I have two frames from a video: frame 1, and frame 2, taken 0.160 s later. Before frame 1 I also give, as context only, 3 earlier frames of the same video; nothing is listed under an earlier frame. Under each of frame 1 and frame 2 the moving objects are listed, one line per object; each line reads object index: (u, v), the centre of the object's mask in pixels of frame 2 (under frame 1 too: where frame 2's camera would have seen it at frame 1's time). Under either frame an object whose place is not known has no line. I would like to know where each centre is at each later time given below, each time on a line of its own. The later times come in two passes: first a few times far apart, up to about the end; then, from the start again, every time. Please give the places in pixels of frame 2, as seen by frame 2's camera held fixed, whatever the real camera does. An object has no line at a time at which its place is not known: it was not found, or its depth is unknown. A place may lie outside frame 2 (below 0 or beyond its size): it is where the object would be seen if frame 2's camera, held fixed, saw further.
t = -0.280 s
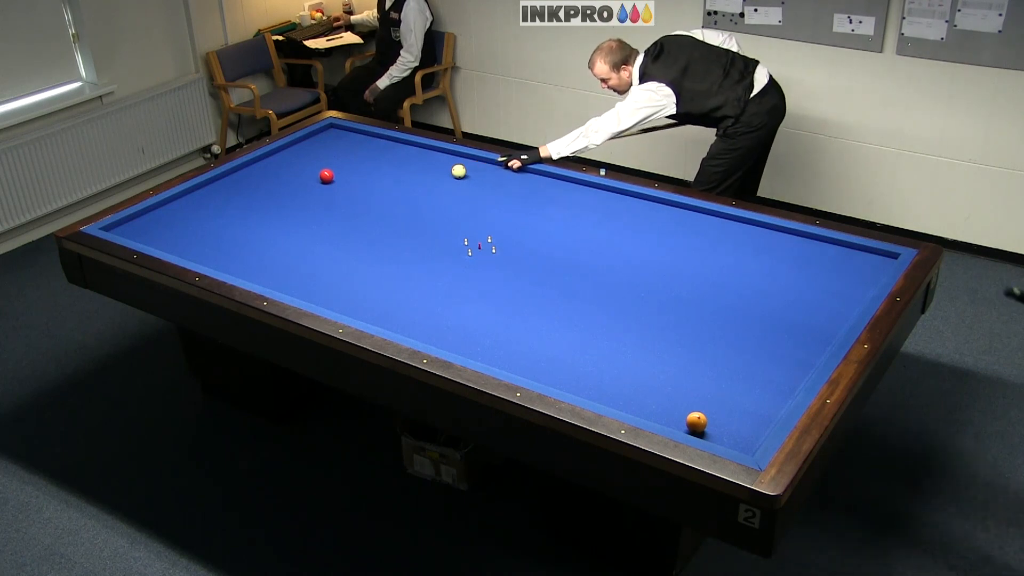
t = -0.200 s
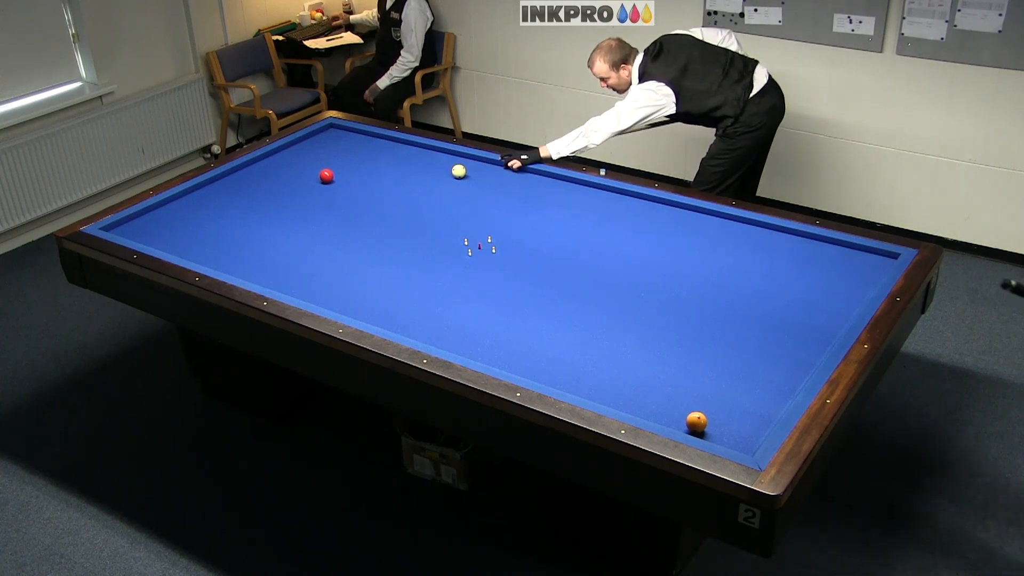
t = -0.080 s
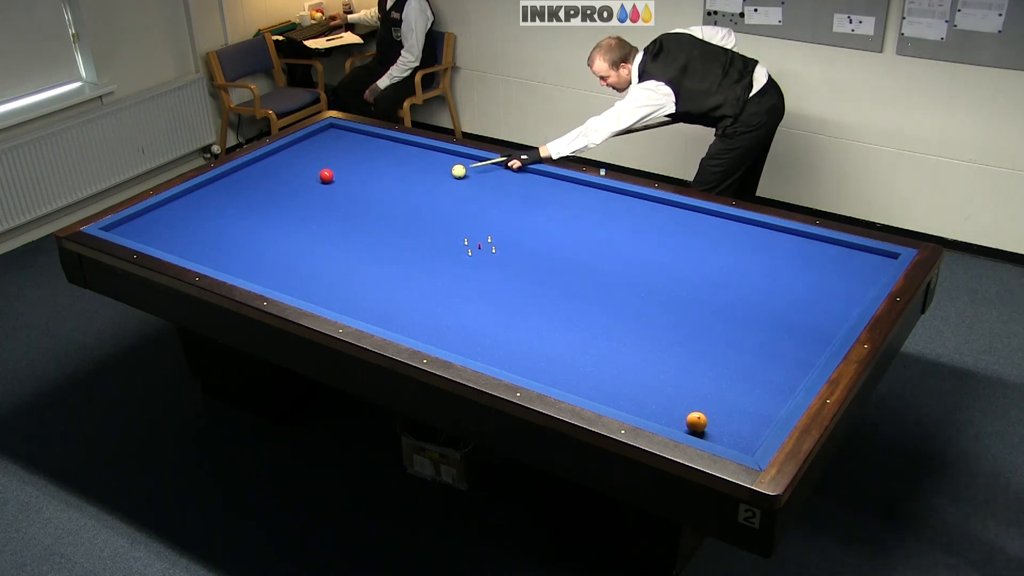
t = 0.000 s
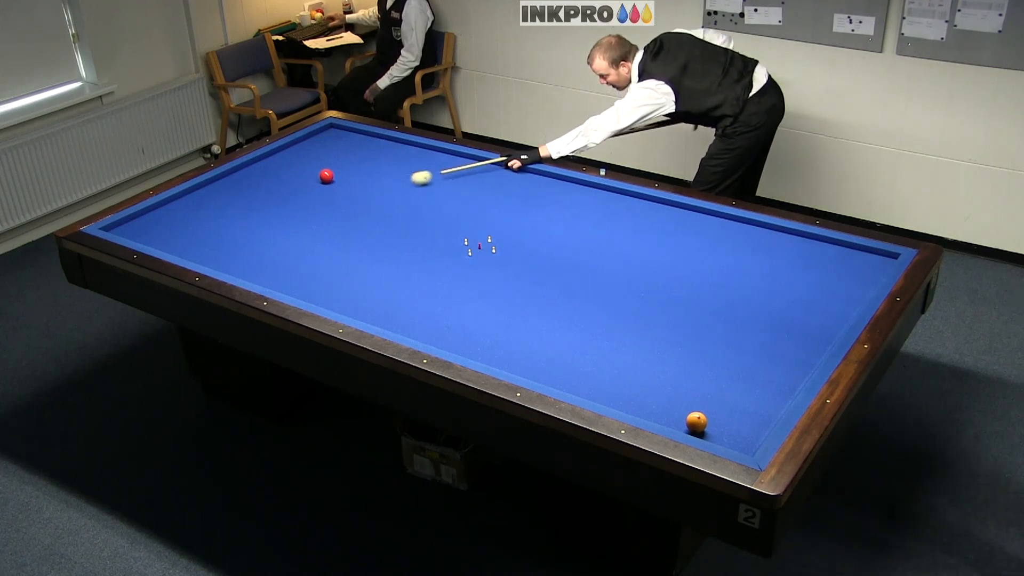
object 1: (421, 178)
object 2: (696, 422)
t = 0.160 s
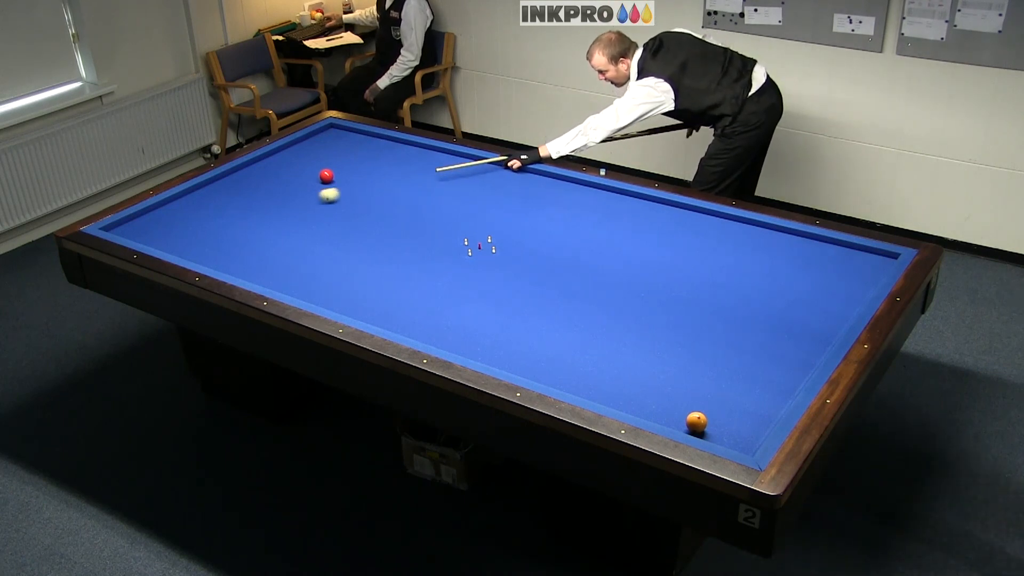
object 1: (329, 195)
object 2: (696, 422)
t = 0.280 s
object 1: (265, 207)
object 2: (696, 422)
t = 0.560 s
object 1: (118, 228)
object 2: (696, 422)
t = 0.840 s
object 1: (223, 207)
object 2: (696, 422)
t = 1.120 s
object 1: (311, 194)
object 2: (696, 422)
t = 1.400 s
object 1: (395, 181)
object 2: (696, 422)
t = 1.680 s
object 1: (474, 169)
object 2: (696, 422)
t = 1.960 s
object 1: (518, 180)
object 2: (696, 422)
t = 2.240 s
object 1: (547, 205)
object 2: (696, 422)
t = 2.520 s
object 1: (580, 231)
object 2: (696, 422)
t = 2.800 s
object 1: (615, 261)
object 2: (696, 422)
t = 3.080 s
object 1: (654, 293)
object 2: (696, 422)
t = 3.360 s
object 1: (696, 328)
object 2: (697, 422)
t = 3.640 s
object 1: (744, 367)
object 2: (696, 422)
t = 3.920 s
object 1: (770, 403)
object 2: (696, 422)
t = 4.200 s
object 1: (712, 414)
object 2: (696, 422)
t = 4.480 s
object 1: (684, 404)
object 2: (690, 422)
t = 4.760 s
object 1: (660, 399)
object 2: (695, 412)
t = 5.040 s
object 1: (636, 392)
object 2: (700, 403)
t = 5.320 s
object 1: (615, 386)
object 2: (704, 395)
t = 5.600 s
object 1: (594, 380)
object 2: (707, 388)
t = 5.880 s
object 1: (575, 375)
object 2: (710, 381)
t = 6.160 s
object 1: (558, 370)
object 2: (713, 376)
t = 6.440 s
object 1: (542, 365)
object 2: (715, 371)
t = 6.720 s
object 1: (527, 360)
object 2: (717, 366)
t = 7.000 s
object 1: (514, 356)
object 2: (718, 362)
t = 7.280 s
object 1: (501, 352)
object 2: (719, 359)
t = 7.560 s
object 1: (490, 348)
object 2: (719, 356)
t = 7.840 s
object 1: (480, 345)
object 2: (719, 354)
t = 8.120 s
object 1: (471, 341)
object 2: (719, 352)
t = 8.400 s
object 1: (464, 338)
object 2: (719, 351)
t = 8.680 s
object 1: (456, 336)
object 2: (719, 351)
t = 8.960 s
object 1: (450, 334)
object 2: (720, 350)
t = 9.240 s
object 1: (446, 332)
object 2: (720, 350)
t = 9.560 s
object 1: (441, 331)
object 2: (720, 350)
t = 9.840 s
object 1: (439, 330)
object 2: (720, 350)
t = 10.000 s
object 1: (437, 329)
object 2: (720, 350)
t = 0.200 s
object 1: (308, 199)
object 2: (696, 422)
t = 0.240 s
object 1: (286, 203)
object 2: (696, 422)
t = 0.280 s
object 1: (265, 207)
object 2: (696, 422)
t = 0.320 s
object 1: (243, 210)
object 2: (696, 422)
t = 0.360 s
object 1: (221, 215)
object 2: (696, 422)
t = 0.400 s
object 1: (199, 218)
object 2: (696, 422)
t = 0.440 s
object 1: (177, 222)
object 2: (696, 422)
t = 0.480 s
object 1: (154, 226)
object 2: (696, 422)
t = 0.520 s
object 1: (132, 230)
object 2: (696, 422)
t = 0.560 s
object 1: (118, 228)
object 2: (696, 422)
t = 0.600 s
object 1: (122, 222)
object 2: (696, 422)
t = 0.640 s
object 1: (142, 219)
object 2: (696, 422)
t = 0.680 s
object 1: (160, 216)
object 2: (696, 422)
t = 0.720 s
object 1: (177, 214)
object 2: (696, 422)
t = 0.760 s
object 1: (194, 211)
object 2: (696, 422)
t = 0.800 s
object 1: (209, 209)
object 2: (696, 422)
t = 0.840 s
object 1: (223, 207)
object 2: (696, 422)
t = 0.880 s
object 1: (236, 205)
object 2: (696, 422)
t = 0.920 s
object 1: (249, 203)
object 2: (696, 422)
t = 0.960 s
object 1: (261, 201)
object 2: (696, 422)
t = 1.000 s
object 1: (274, 199)
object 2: (696, 422)
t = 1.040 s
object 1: (287, 197)
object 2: (696, 422)
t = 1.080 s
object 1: (299, 195)
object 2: (696, 422)
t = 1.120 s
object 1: (311, 194)
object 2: (696, 422)
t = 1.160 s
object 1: (323, 192)
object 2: (696, 422)
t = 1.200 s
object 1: (336, 190)
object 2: (696, 422)
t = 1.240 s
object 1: (347, 188)
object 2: (696, 422)
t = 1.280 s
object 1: (359, 186)
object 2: (696, 422)
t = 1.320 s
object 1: (371, 184)
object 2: (696, 422)
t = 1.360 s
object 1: (383, 183)
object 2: (696, 422)
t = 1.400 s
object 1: (395, 181)
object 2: (696, 422)
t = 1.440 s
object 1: (406, 179)
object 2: (696, 422)
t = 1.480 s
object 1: (418, 177)
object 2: (696, 422)
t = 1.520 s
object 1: (429, 176)
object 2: (696, 422)
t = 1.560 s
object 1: (440, 174)
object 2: (697, 422)
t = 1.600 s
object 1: (452, 172)
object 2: (696, 422)
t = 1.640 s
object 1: (463, 171)
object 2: (696, 422)
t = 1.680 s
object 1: (474, 169)
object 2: (696, 422)
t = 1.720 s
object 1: (485, 168)
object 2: (696, 422)
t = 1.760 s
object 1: (496, 166)
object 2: (696, 422)
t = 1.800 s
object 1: (504, 166)
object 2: (696, 422)
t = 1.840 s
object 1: (507, 170)
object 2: (696, 422)
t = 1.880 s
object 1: (510, 173)
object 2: (696, 422)
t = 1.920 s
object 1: (514, 177)
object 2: (696, 422)
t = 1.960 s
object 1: (518, 180)
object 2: (696, 422)
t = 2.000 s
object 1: (522, 183)
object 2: (696, 422)
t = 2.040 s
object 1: (526, 187)
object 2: (696, 422)
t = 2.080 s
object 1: (530, 190)
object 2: (696, 422)
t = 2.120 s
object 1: (535, 194)
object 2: (696, 422)
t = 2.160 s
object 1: (539, 197)
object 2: (696, 422)
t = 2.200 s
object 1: (543, 201)
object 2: (696, 422)
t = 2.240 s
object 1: (547, 205)
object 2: (696, 422)
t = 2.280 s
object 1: (552, 208)
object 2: (696, 422)
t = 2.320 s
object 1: (556, 212)
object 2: (696, 422)
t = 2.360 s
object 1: (561, 216)
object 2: (696, 422)
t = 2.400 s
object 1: (565, 219)
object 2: (696, 422)
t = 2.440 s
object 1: (570, 223)
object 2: (696, 422)
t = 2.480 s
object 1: (575, 227)
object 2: (696, 422)
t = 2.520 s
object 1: (580, 231)
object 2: (696, 422)
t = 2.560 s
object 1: (585, 235)
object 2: (696, 422)
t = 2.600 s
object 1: (589, 239)
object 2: (696, 422)
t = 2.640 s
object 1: (594, 243)
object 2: (696, 422)
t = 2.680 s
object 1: (599, 248)
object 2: (696, 422)
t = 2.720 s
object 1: (605, 252)
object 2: (696, 422)
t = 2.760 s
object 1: (610, 256)
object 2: (696, 422)
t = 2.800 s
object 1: (615, 261)
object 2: (696, 422)
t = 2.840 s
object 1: (620, 265)
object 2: (696, 422)
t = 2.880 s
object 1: (626, 269)
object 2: (696, 422)
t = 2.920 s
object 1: (631, 274)
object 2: (696, 422)
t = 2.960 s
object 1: (637, 278)
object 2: (696, 422)
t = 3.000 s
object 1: (642, 283)
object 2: (696, 422)
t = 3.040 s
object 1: (648, 288)
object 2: (696, 422)
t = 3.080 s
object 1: (654, 293)
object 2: (696, 422)
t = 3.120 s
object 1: (660, 298)
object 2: (696, 422)
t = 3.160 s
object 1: (666, 303)
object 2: (696, 422)
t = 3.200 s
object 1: (671, 308)
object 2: (696, 422)
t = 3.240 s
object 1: (678, 313)
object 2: (696, 422)
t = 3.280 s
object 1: (684, 318)
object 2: (697, 422)
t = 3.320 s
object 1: (690, 323)
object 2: (696, 422)
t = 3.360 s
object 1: (696, 328)
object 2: (697, 422)
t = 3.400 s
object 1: (703, 334)
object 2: (696, 422)
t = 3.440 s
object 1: (709, 339)
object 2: (697, 422)
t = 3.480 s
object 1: (716, 344)
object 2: (696, 422)
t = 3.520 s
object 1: (723, 350)
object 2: (696, 422)
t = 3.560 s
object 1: (730, 356)
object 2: (696, 422)
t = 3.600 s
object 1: (737, 361)
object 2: (696, 422)
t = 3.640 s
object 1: (744, 367)
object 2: (696, 422)
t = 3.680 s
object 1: (750, 373)
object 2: (696, 422)
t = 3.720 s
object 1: (758, 379)
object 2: (696, 422)
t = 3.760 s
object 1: (765, 385)
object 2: (696, 422)
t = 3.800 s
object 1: (772, 391)
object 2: (696, 422)
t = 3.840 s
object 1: (780, 397)
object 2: (696, 422)
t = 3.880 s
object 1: (780, 401)
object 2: (696, 422)
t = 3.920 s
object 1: (770, 403)
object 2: (696, 422)
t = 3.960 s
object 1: (761, 404)
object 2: (696, 422)
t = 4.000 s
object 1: (753, 406)
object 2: (696, 422)
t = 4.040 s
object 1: (744, 408)
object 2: (696, 422)
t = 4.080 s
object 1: (736, 409)
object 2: (696, 422)
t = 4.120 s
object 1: (728, 411)
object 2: (696, 422)
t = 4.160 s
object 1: (719, 413)
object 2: (696, 422)
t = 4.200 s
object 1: (712, 414)
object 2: (696, 422)
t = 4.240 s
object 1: (708, 413)
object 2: (691, 425)
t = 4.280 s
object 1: (704, 412)
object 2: (688, 426)
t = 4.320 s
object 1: (700, 410)
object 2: (687, 426)
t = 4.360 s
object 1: (696, 409)
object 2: (687, 425)
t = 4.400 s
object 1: (692, 407)
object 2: (688, 424)
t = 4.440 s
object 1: (689, 405)
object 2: (689, 423)
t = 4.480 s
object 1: (684, 404)
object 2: (690, 422)
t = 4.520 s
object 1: (681, 404)
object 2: (690, 421)
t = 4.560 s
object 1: (677, 404)
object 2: (691, 420)
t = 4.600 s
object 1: (674, 403)
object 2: (692, 417)
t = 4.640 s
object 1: (670, 402)
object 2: (693, 416)
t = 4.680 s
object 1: (667, 401)
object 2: (693, 415)
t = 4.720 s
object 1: (663, 400)
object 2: (694, 413)
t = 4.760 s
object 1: (660, 399)
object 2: (695, 412)
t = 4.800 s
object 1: (656, 398)
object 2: (696, 411)
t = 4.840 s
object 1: (653, 397)
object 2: (696, 409)
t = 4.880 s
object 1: (650, 396)
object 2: (697, 408)
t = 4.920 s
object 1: (646, 396)
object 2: (698, 407)
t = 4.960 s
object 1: (643, 394)
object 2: (698, 405)
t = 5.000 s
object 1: (640, 393)
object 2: (699, 404)
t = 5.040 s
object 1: (636, 392)
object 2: (700, 403)
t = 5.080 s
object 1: (633, 391)
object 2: (700, 402)
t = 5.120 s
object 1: (630, 390)
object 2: (701, 401)
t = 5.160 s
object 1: (627, 390)
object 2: (701, 400)
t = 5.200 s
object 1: (624, 389)
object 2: (702, 399)
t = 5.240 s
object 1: (621, 388)
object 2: (703, 397)
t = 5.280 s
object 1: (618, 387)
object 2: (703, 396)
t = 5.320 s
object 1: (615, 386)
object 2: (704, 395)
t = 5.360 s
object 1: (612, 385)
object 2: (704, 394)
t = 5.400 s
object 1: (609, 385)
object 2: (705, 393)
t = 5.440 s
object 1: (606, 383)
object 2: (705, 392)
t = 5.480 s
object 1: (603, 383)
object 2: (706, 391)
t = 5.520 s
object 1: (600, 382)
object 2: (706, 390)
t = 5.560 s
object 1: (597, 381)
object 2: (707, 389)
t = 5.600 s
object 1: (594, 380)
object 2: (707, 388)
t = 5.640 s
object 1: (592, 380)
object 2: (708, 387)
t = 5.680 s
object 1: (589, 379)
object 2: (708, 386)
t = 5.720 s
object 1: (586, 378)
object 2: (709, 385)
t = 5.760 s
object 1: (583, 377)
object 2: (709, 384)
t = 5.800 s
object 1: (581, 377)
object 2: (710, 383)
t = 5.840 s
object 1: (578, 376)
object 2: (710, 382)
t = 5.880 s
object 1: (575, 375)
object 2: (710, 381)
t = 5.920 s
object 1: (573, 374)
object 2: (711, 380)
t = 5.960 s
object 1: (570, 373)
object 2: (711, 379)
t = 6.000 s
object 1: (568, 372)
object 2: (711, 379)
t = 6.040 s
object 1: (565, 371)
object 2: (712, 378)
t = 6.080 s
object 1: (563, 371)
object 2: (712, 377)
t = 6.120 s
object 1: (560, 370)
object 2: (713, 376)
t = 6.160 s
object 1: (558, 370)
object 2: (713, 376)
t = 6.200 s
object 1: (556, 369)
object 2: (713, 374)
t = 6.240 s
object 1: (553, 368)
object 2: (713, 374)
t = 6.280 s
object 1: (551, 367)
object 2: (714, 373)
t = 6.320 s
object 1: (549, 367)
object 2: (714, 373)
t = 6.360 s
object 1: (546, 366)
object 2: (714, 372)
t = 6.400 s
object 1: (544, 366)
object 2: (715, 371)
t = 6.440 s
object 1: (542, 365)
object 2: (715, 371)
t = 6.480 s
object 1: (540, 364)
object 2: (715, 370)
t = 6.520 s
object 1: (538, 363)
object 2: (715, 369)
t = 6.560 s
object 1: (536, 362)
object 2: (715, 369)
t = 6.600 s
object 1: (533, 362)
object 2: (716, 368)
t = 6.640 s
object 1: (531, 361)
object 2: (716, 367)
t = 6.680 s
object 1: (529, 361)
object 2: (716, 367)
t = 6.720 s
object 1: (527, 360)
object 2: (717, 366)
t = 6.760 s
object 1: (525, 359)
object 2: (717, 365)
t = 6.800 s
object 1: (523, 359)
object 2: (717, 365)
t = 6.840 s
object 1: (521, 358)
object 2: (717, 364)
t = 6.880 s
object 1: (519, 358)
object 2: (718, 364)
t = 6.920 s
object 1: (517, 357)
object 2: (718, 363)
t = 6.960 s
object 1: (516, 356)
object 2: (718, 363)
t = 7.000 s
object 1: (514, 356)
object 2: (718, 362)
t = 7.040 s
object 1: (512, 355)
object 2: (718, 362)
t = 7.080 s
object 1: (510, 355)
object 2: (718, 361)
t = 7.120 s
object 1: (508, 354)
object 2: (718, 361)
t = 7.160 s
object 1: (506, 353)
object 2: (719, 360)
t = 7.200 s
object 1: (505, 353)
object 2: (719, 360)
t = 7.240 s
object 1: (503, 352)
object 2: (719, 359)
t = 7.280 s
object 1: (501, 352)
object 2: (719, 359)
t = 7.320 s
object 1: (499, 351)
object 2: (719, 358)
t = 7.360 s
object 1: (498, 351)
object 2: (719, 358)
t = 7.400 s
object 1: (496, 350)
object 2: (719, 357)
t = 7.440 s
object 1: (495, 350)
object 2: (719, 357)
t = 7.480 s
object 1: (493, 349)
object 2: (719, 357)
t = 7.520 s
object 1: (491, 348)
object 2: (719, 356)
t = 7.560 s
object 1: (490, 348)
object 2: (719, 356)
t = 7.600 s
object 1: (489, 347)
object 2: (719, 356)
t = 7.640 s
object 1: (487, 347)
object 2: (719, 356)
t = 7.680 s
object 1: (485, 347)
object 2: (719, 355)
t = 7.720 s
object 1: (484, 346)
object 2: (719, 355)
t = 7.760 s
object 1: (482, 346)
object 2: (719, 355)
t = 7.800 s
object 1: (481, 345)
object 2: (719, 355)
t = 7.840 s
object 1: (480, 345)
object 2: (719, 354)
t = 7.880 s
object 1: (479, 344)
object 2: (719, 354)
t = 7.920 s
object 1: (477, 344)
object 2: (719, 354)
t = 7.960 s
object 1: (476, 343)
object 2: (719, 353)
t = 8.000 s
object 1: (475, 343)
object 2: (719, 353)
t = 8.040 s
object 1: (474, 342)
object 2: (719, 353)
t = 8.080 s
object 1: (472, 342)
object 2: (719, 353)
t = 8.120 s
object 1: (471, 341)
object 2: (719, 352)
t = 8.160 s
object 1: (470, 341)
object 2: (719, 352)
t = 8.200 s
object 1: (469, 340)
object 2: (719, 352)
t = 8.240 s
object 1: (468, 340)
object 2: (719, 352)
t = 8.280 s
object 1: (467, 340)
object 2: (719, 352)
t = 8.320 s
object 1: (466, 339)
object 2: (719, 352)
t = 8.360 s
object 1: (464, 339)
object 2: (719, 352)
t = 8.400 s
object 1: (464, 338)
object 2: (719, 351)
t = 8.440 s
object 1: (462, 338)
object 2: (719, 351)
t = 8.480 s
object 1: (461, 338)
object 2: (719, 351)
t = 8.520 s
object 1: (461, 337)
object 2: (719, 351)
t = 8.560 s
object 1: (460, 337)
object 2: (719, 351)
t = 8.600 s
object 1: (458, 337)
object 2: (719, 351)
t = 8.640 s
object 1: (458, 336)
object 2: (719, 351)
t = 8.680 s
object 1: (456, 336)
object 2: (719, 351)
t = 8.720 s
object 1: (455, 336)
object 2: (719, 351)
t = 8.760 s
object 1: (454, 336)
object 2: (719, 350)
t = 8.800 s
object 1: (454, 335)
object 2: (719, 350)
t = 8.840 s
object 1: (453, 335)
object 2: (720, 350)
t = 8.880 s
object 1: (452, 335)
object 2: (720, 350)
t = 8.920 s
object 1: (451, 335)
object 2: (720, 350)
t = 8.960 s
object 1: (450, 334)
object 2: (720, 350)
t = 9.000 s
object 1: (450, 334)
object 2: (720, 350)
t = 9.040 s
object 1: (449, 334)
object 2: (720, 350)
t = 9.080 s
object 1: (449, 333)
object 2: (720, 350)
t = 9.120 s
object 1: (448, 333)
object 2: (720, 350)
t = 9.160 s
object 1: (447, 333)
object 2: (720, 350)
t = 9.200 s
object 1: (447, 333)
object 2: (720, 350)
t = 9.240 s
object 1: (446, 332)
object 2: (720, 350)
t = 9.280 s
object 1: (445, 332)
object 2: (720, 350)
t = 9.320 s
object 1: (445, 332)
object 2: (720, 350)
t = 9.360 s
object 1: (444, 331)
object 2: (720, 350)
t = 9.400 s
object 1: (444, 331)
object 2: (720, 350)
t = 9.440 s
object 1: (443, 331)
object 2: (720, 350)
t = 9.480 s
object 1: (442, 331)
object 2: (720, 350)
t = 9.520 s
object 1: (442, 331)
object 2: (720, 350)
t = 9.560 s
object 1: (441, 331)
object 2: (720, 350)
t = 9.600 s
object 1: (441, 331)
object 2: (720, 350)
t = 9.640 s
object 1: (440, 331)
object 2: (720, 350)
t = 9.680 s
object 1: (440, 330)
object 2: (720, 350)
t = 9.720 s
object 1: (440, 330)
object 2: (720, 350)
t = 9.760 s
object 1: (439, 330)
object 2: (720, 350)
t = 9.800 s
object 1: (439, 330)
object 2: (720, 350)
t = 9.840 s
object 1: (439, 330)
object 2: (720, 350)
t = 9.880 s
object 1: (438, 330)
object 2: (720, 350)
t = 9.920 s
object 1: (438, 330)
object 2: (720, 350)
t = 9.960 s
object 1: (438, 330)
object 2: (720, 350)
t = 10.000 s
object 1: (437, 329)
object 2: (720, 350)
